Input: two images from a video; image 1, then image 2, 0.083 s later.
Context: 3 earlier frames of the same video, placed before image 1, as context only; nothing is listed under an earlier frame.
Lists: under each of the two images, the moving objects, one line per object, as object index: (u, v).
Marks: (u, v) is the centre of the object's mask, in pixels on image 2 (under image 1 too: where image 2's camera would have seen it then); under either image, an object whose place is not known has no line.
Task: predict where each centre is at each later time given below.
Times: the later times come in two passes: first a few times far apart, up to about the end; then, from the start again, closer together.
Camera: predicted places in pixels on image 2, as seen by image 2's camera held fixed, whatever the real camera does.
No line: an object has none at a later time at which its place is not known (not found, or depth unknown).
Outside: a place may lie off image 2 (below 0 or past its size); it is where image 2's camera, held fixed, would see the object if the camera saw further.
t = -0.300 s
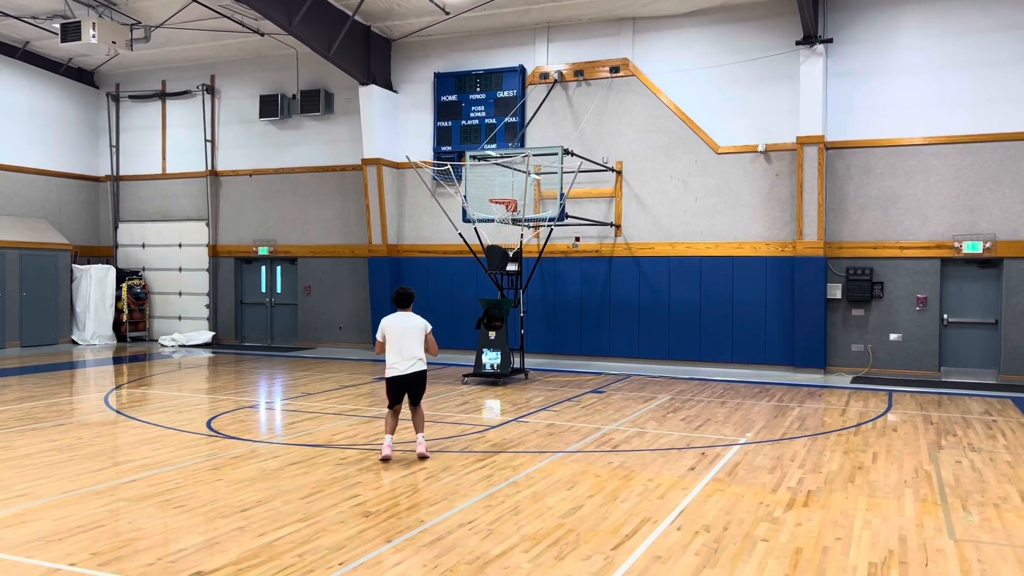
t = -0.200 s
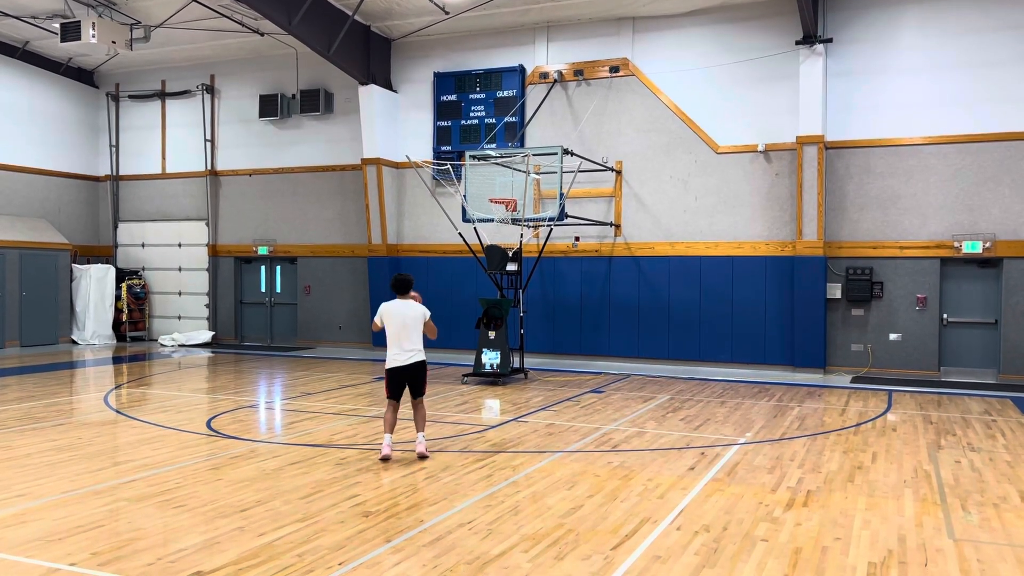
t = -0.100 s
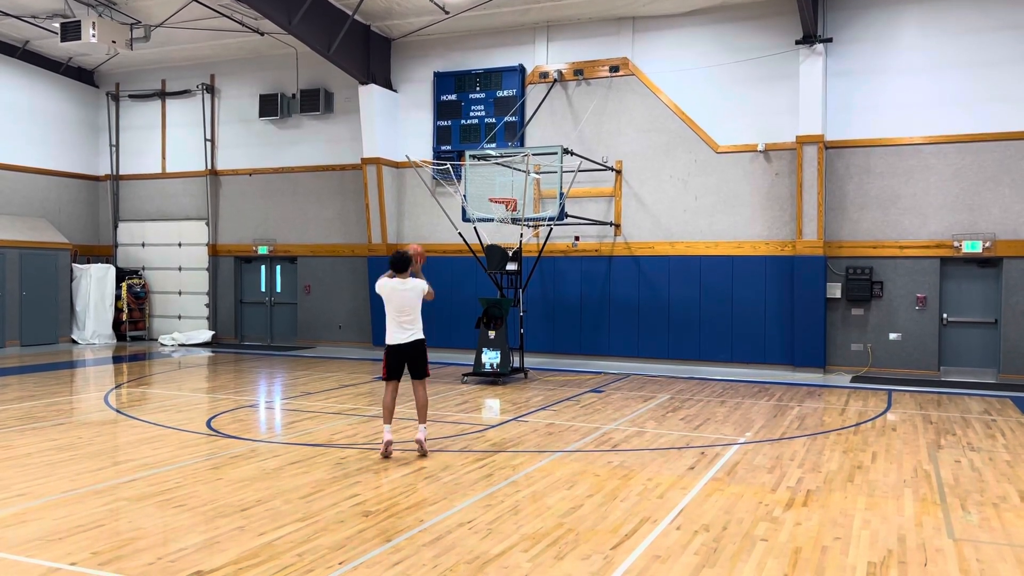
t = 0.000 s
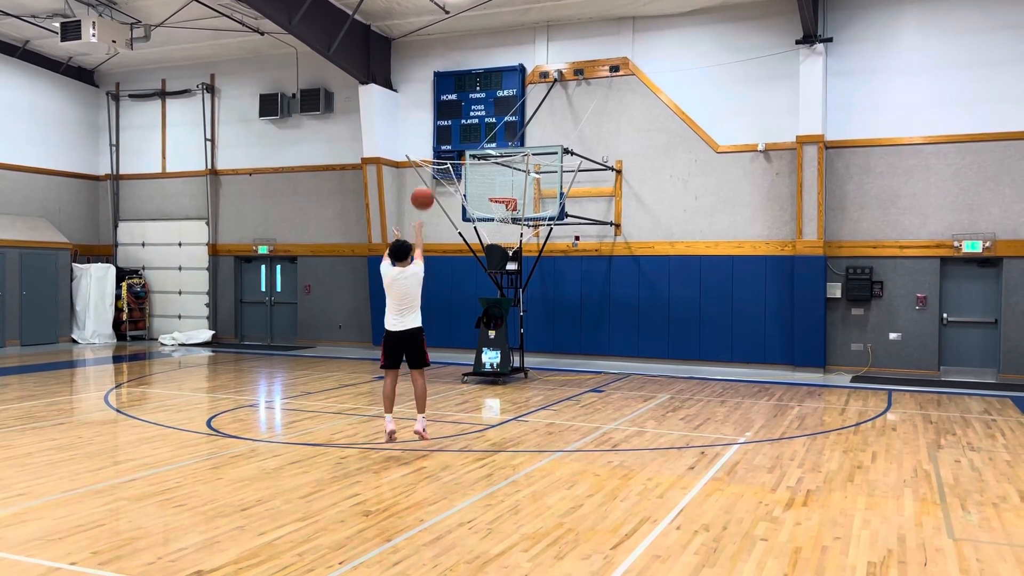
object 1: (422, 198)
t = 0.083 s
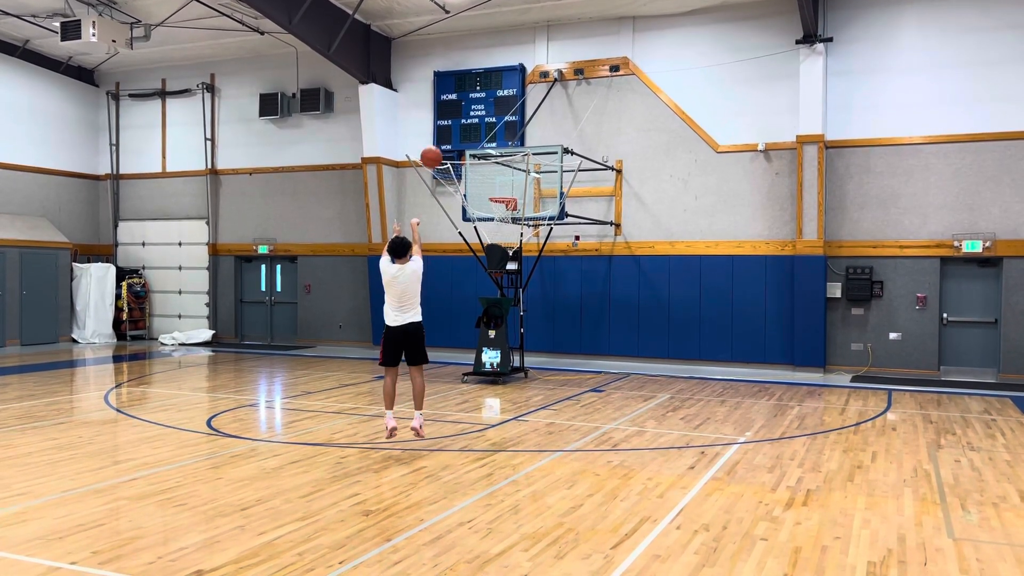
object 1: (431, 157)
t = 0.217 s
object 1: (444, 110)
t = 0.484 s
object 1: (465, 72)
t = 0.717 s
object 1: (480, 85)
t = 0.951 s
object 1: (493, 130)
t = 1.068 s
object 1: (498, 161)
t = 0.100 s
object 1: (433, 150)
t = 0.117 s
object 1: (435, 143)
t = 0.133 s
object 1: (436, 137)
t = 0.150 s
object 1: (438, 131)
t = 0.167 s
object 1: (439, 126)
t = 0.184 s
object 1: (441, 120)
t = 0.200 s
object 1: (442, 115)
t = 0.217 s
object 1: (444, 110)
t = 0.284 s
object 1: (450, 95)
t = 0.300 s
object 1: (451, 92)
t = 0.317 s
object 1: (452, 89)
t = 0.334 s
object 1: (454, 86)
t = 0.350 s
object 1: (455, 83)
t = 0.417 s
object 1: (460, 76)
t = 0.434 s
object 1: (461, 75)
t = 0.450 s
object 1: (463, 74)
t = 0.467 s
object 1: (464, 73)
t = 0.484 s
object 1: (465, 72)
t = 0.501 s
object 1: (466, 72)
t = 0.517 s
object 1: (467, 72)
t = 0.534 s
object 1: (468, 72)
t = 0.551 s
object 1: (470, 72)
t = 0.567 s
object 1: (471, 73)
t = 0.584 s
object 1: (472, 73)
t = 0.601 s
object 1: (473, 74)
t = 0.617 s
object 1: (474, 75)
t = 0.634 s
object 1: (475, 77)
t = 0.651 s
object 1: (476, 78)
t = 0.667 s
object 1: (477, 79)
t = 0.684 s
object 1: (478, 82)
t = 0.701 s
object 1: (479, 83)
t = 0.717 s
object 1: (480, 85)
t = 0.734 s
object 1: (481, 87)
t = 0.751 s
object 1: (483, 91)
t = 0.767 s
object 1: (483, 93)
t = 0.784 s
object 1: (484, 95)
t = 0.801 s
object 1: (485, 98)
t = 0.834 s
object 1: (487, 104)
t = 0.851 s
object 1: (488, 107)
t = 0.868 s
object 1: (489, 110)
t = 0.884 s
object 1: (490, 114)
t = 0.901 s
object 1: (490, 118)
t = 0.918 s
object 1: (491, 122)
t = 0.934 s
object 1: (492, 126)
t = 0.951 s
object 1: (493, 130)
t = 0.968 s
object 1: (493, 134)
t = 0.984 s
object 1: (494, 138)
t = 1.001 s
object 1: (495, 142)
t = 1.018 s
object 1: (496, 147)
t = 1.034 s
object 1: (497, 151)
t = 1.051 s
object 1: (497, 156)
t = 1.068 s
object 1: (498, 161)
